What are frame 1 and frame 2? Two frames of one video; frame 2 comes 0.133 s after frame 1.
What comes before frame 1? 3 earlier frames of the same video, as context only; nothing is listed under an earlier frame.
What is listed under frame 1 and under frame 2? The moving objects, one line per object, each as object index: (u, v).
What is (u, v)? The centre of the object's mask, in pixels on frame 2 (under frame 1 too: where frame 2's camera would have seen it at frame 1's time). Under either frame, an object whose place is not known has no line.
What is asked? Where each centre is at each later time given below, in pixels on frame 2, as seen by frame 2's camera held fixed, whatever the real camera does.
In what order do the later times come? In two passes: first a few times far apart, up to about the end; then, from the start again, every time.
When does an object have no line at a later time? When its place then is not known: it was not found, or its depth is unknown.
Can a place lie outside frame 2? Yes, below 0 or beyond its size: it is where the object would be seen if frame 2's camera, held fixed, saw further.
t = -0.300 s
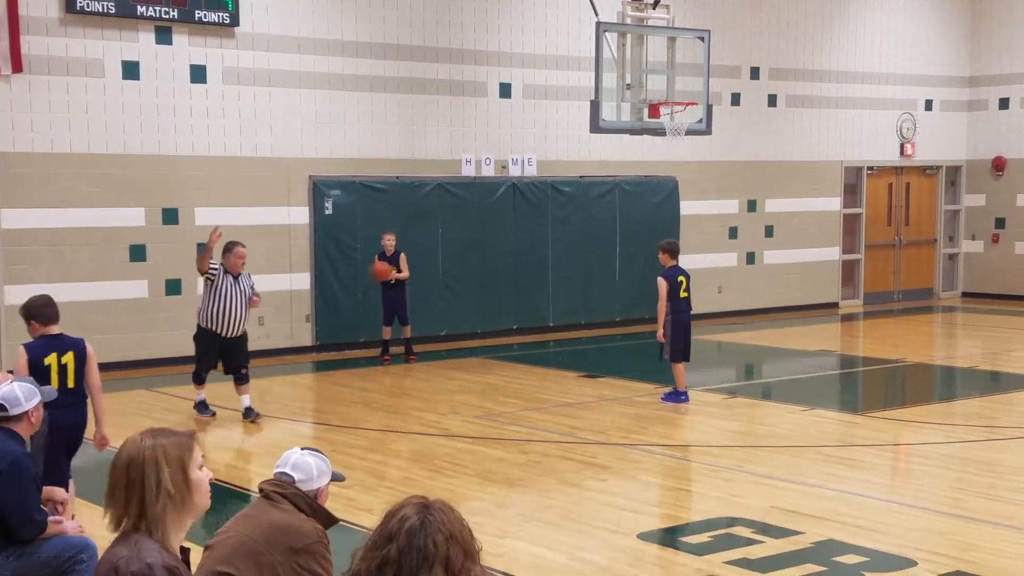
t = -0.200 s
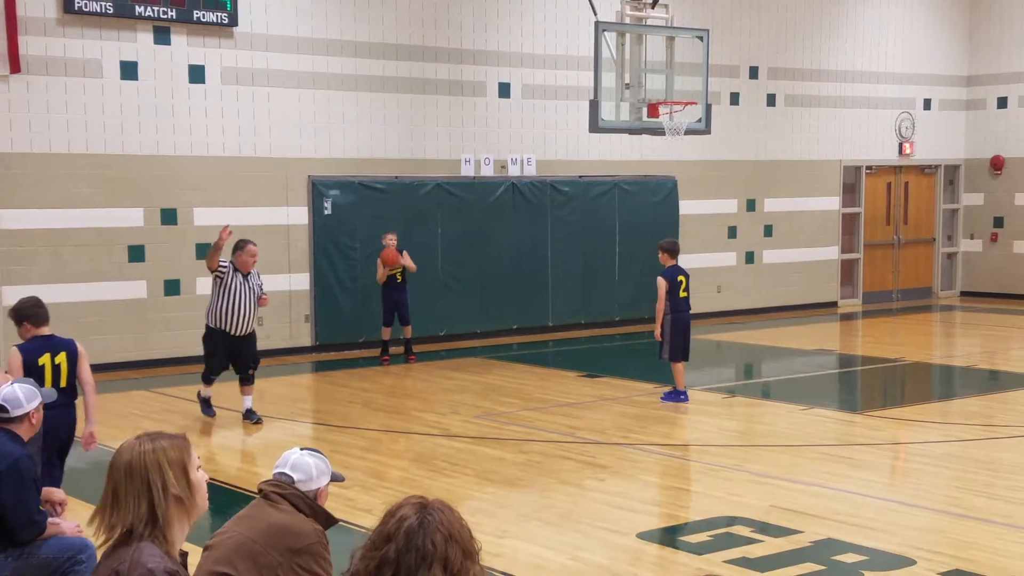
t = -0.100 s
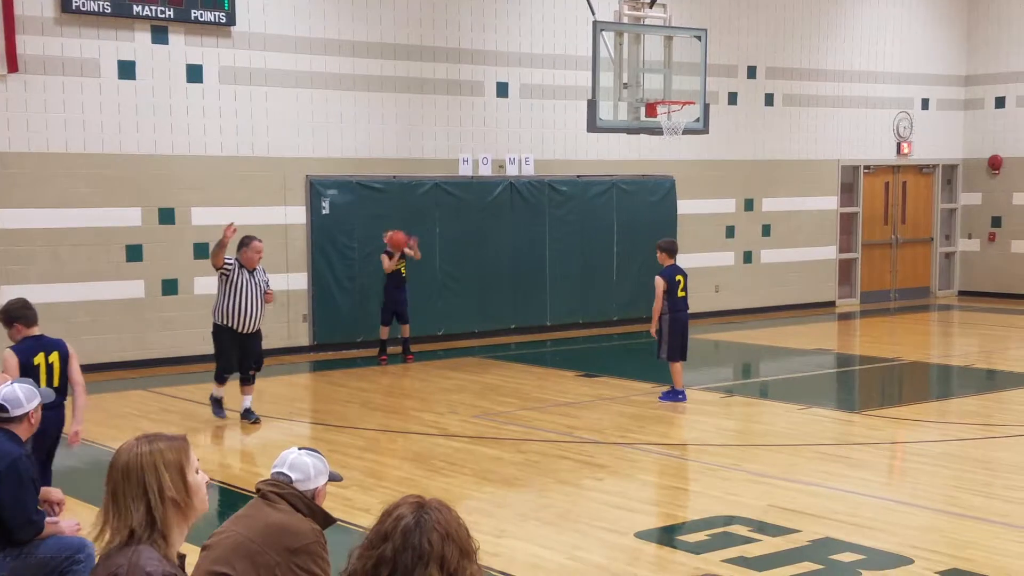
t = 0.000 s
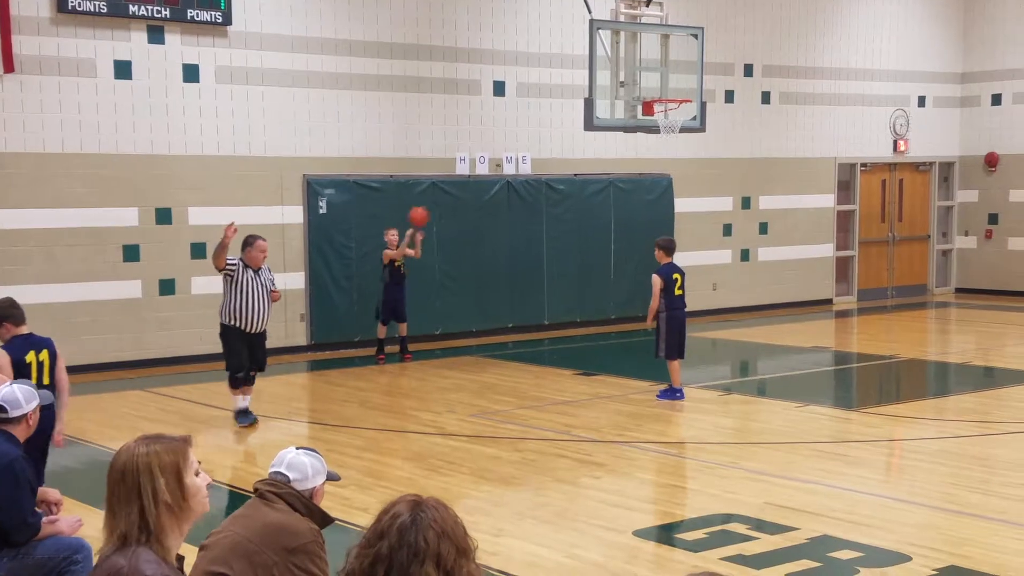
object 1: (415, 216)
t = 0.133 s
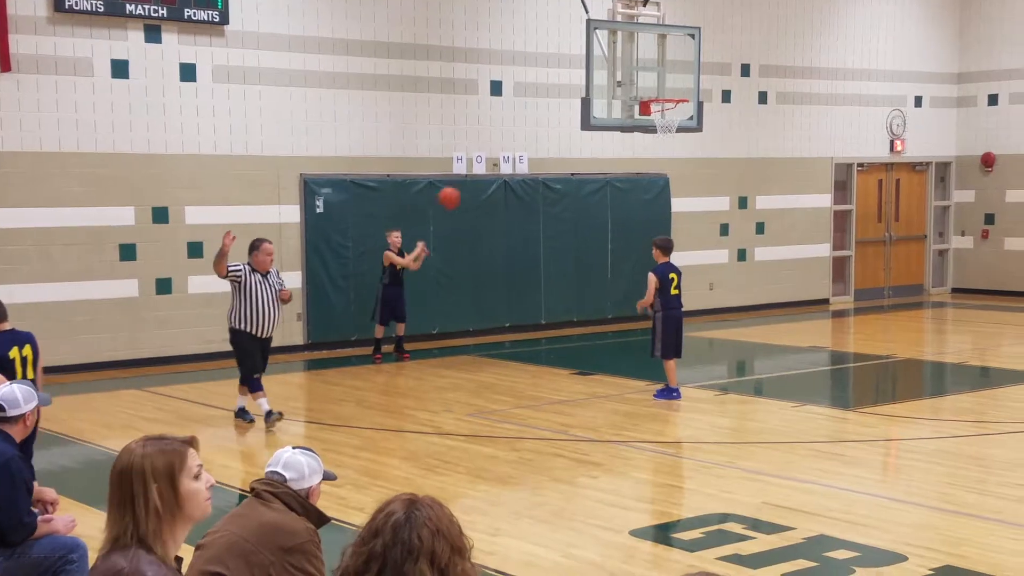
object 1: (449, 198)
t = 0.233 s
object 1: (477, 193)
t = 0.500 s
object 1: (554, 224)
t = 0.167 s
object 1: (458, 194)
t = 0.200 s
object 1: (468, 193)
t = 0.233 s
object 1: (477, 193)
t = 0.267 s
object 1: (486, 193)
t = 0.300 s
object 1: (495, 194)
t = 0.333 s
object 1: (505, 197)
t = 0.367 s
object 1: (514, 200)
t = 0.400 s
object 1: (524, 204)
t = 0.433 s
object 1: (534, 210)
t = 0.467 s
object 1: (545, 217)
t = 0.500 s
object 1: (554, 224)
